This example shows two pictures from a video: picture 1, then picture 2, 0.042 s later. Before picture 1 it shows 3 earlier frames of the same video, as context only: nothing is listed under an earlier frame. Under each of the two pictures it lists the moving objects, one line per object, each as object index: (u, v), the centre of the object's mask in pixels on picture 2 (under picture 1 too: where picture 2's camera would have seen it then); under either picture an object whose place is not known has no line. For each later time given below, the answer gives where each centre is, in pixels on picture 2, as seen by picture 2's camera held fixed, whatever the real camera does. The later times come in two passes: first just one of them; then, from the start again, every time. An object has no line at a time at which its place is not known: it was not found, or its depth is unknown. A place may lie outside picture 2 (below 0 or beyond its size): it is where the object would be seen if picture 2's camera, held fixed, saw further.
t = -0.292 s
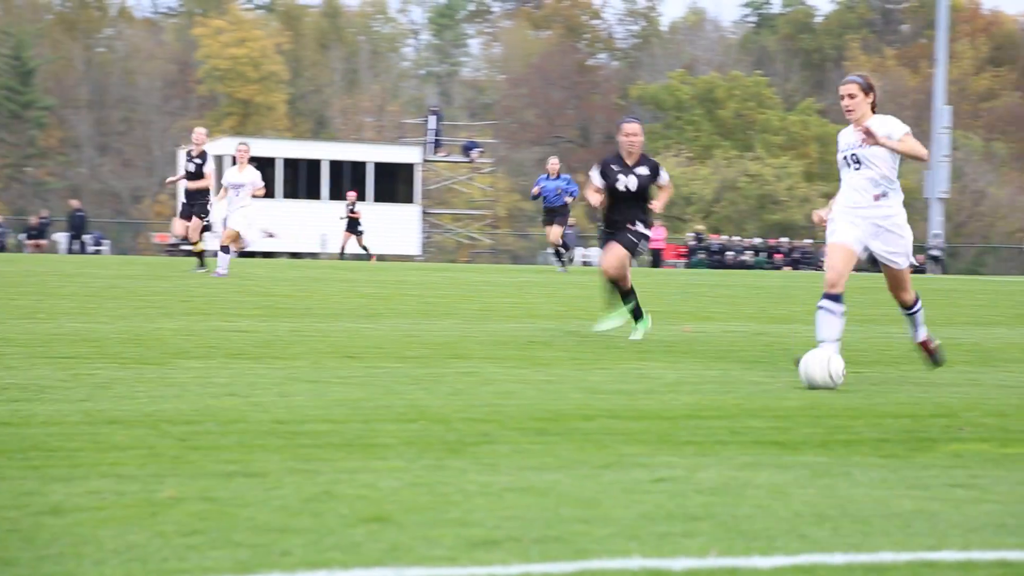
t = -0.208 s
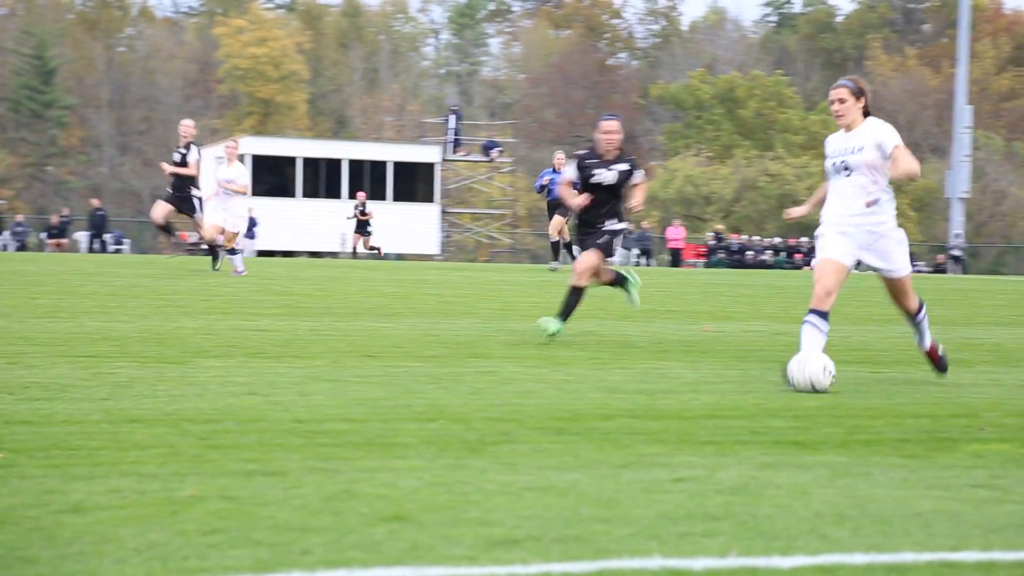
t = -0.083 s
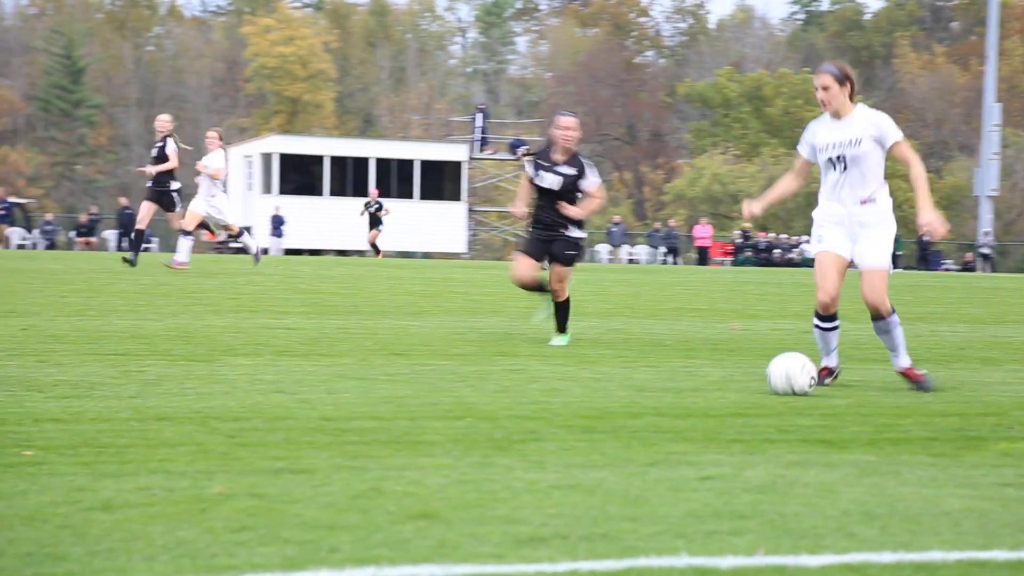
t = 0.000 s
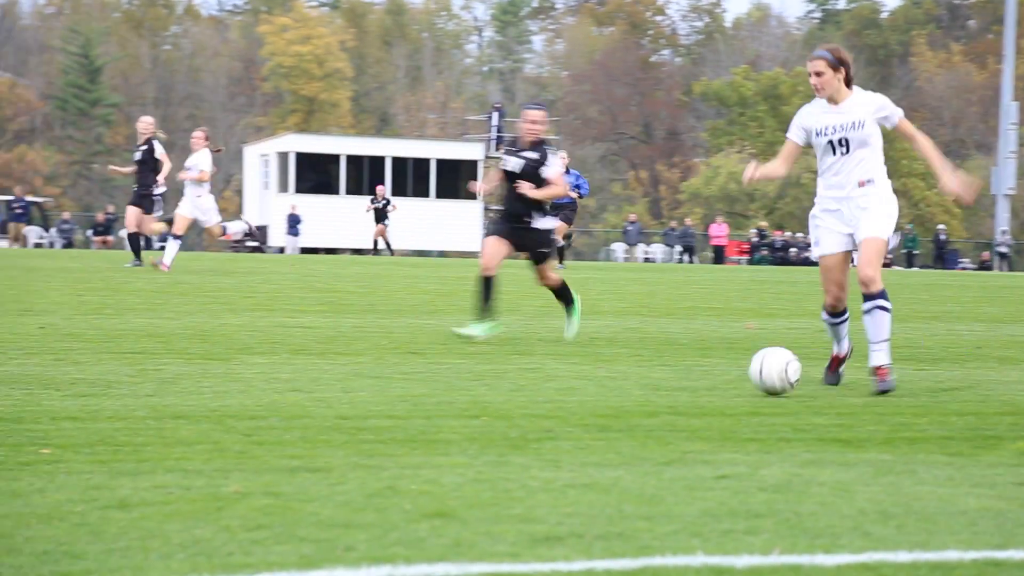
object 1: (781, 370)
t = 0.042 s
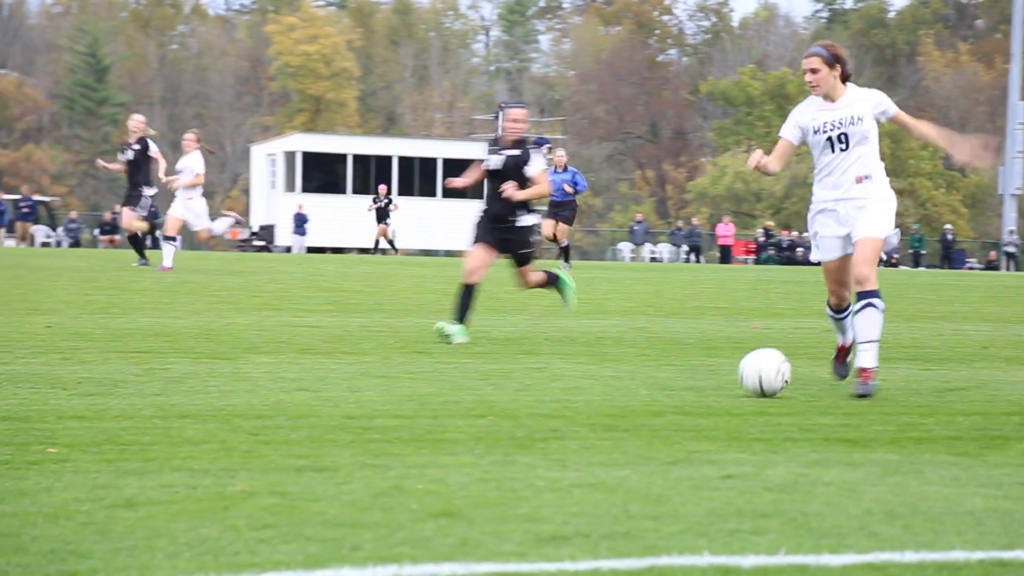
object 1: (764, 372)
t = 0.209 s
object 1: (694, 378)
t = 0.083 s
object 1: (747, 377)
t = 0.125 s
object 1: (730, 378)
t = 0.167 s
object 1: (712, 376)
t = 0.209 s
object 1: (694, 378)
